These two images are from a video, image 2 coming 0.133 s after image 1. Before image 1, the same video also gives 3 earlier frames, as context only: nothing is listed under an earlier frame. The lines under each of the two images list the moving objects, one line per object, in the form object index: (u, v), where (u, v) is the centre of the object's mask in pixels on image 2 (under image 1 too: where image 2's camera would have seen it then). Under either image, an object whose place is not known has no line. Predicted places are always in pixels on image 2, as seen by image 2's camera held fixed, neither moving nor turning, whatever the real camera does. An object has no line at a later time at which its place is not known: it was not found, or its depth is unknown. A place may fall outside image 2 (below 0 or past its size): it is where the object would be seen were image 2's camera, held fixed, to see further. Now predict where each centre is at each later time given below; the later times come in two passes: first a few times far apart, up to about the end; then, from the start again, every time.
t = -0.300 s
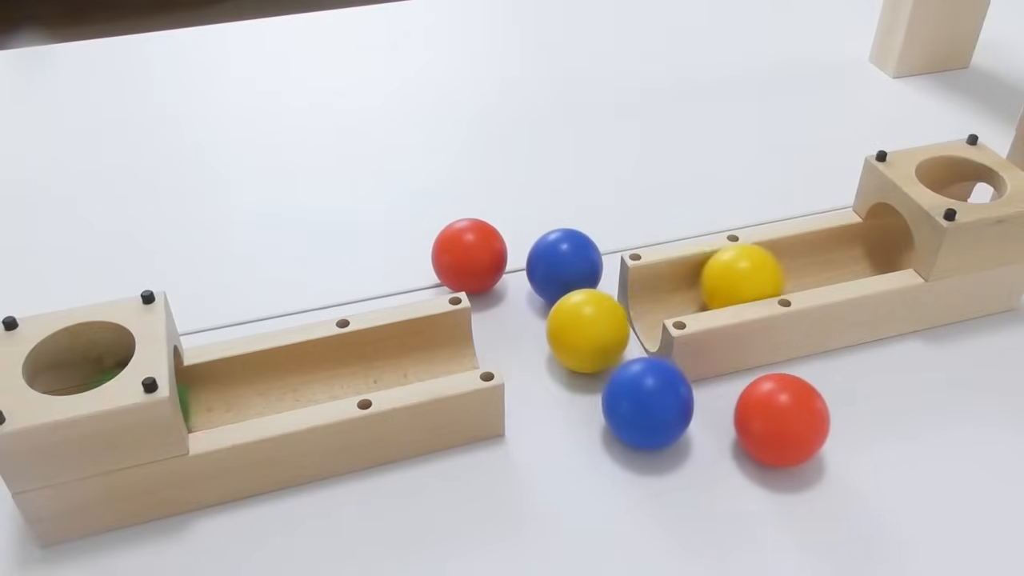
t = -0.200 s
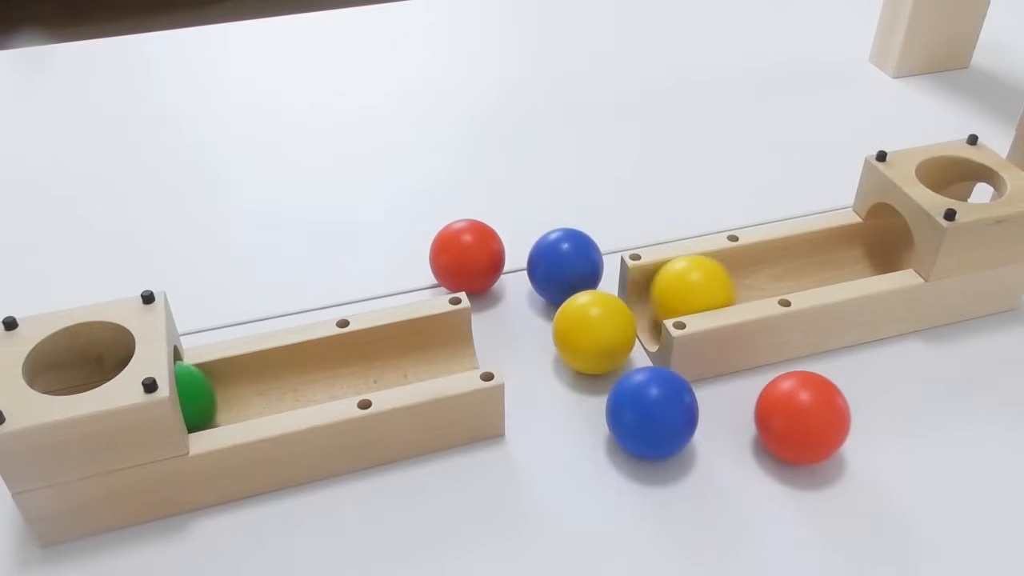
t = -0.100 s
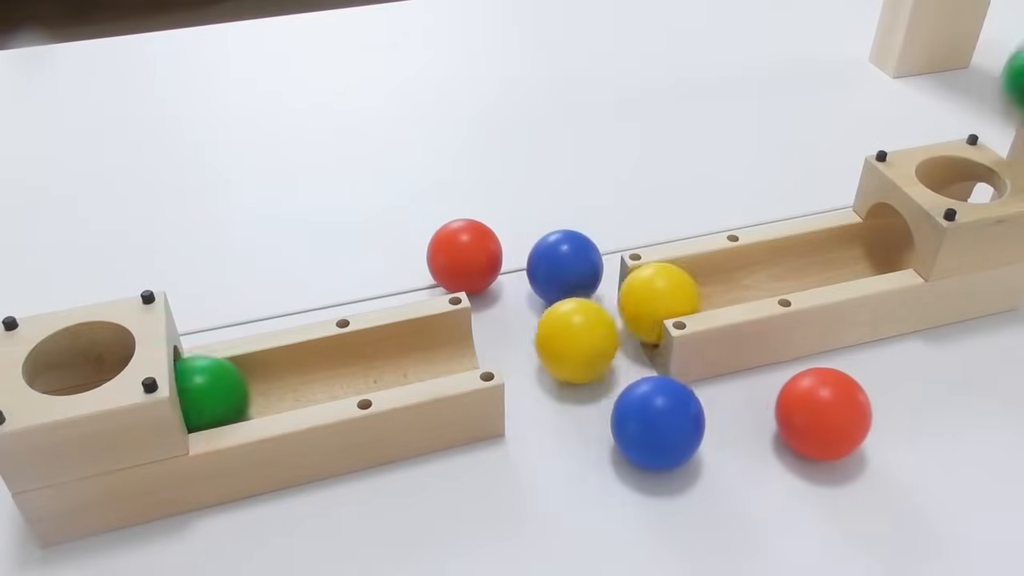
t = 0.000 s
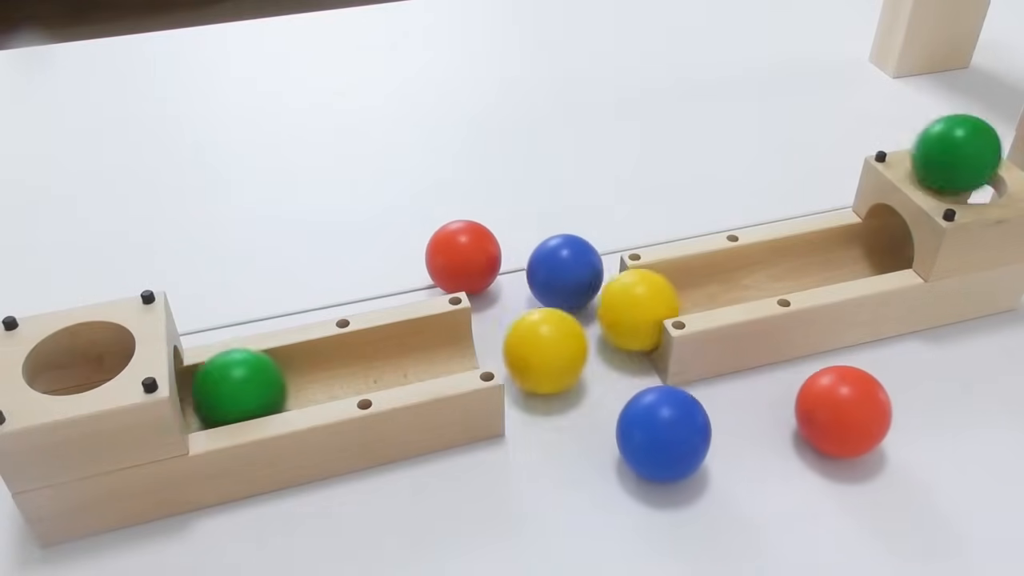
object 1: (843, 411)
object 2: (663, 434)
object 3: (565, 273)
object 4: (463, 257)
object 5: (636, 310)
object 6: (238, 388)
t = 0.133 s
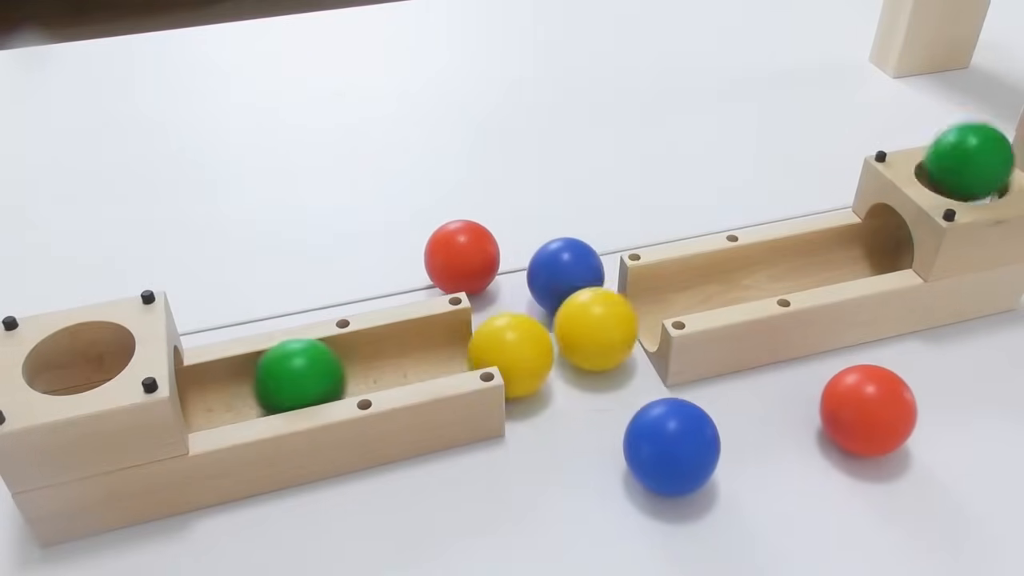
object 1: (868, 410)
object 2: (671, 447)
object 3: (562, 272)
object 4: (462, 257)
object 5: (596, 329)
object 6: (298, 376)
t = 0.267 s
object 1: (891, 408)
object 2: (677, 458)
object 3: (567, 271)
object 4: (463, 257)
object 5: (582, 342)
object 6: (370, 361)
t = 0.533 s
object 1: (924, 401)
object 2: (688, 476)
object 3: (567, 268)
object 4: (468, 256)
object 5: (618, 366)
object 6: (460, 345)
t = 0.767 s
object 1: (949, 396)
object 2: (703, 485)
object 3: (568, 260)
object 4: (470, 256)
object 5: (618, 393)
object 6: (522, 348)
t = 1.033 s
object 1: (980, 389)
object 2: (738, 483)
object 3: (576, 266)
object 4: (472, 255)
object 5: (629, 420)
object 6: (563, 359)
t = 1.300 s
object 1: (994, 377)
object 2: (755, 463)
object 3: (567, 265)
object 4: (475, 254)
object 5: (650, 441)
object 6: (560, 390)
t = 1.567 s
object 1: (1001, 354)
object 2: (756, 448)
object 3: (561, 266)
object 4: (480, 253)
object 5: (659, 458)
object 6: (561, 424)
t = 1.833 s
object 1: (1004, 330)
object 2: (756, 430)
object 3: (574, 263)
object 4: (486, 252)
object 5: (659, 472)
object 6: (557, 452)
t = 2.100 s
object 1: (1010, 314)
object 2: (752, 408)
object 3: (567, 259)
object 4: (493, 251)
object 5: (664, 479)
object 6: (550, 481)
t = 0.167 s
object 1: (874, 409)
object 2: (673, 449)
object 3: (563, 270)
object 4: (462, 257)
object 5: (586, 334)
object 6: (315, 372)
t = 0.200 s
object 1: (880, 410)
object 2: (675, 452)
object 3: (564, 270)
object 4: (462, 256)
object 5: (582, 337)
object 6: (333, 369)
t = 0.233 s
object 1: (885, 409)
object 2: (676, 455)
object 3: (566, 270)
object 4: (463, 257)
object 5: (580, 340)
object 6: (351, 365)
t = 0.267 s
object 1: (891, 408)
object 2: (677, 458)
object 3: (567, 271)
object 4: (463, 257)
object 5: (582, 342)
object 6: (370, 361)
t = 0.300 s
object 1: (896, 408)
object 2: (679, 460)
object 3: (569, 271)
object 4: (464, 257)
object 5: (585, 345)
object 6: (389, 358)
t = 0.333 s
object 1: (901, 407)
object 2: (680, 463)
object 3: (570, 271)
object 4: (464, 257)
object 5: (590, 347)
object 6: (409, 354)
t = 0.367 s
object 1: (906, 406)
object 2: (681, 465)
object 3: (570, 271)
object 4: (465, 256)
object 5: (598, 350)
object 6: (425, 351)
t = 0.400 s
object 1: (910, 405)
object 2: (682, 467)
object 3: (570, 271)
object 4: (466, 256)
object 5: (610, 352)
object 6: (432, 350)
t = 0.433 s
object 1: (914, 404)
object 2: (683, 470)
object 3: (570, 271)
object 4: (466, 256)
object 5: (622, 355)
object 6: (438, 348)
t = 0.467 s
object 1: (917, 403)
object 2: (684, 472)
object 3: (569, 271)
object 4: (467, 256)
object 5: (620, 358)
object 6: (444, 347)
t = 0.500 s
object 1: (921, 402)
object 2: (686, 474)
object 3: (568, 270)
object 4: (467, 256)
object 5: (619, 362)
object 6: (452, 346)
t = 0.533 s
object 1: (924, 401)
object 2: (688, 476)
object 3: (567, 268)
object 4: (468, 256)
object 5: (618, 366)
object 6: (460, 345)
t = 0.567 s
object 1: (927, 400)
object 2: (690, 477)
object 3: (566, 267)
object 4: (468, 256)
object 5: (617, 370)
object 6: (469, 343)
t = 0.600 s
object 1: (930, 399)
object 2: (691, 479)
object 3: (565, 265)
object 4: (469, 256)
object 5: (617, 374)
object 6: (478, 343)
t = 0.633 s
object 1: (934, 398)
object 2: (693, 480)
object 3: (564, 264)
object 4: (469, 256)
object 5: (616, 378)
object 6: (487, 343)
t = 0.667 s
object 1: (937, 397)
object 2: (695, 482)
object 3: (565, 262)
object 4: (469, 256)
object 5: (617, 382)
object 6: (494, 344)
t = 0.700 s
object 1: (941, 397)
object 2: (698, 483)
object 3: (566, 261)
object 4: (469, 256)
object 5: (617, 385)
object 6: (503, 346)
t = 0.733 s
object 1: (945, 396)
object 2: (700, 484)
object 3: (567, 261)
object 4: (470, 256)
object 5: (617, 389)
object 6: (513, 348)
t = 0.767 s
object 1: (949, 396)
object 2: (703, 485)
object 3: (568, 260)
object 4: (470, 256)
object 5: (618, 393)
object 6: (522, 348)
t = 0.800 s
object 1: (953, 395)
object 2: (706, 486)
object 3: (569, 261)
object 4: (470, 256)
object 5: (618, 397)
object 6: (530, 349)
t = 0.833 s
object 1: (957, 394)
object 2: (709, 486)
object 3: (570, 263)
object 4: (470, 255)
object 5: (619, 400)
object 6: (538, 349)
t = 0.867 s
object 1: (962, 394)
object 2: (713, 486)
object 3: (571, 264)
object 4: (471, 255)
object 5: (620, 404)
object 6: (548, 348)
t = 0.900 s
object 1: (966, 393)
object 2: (717, 487)
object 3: (573, 265)
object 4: (471, 255)
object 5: (622, 407)
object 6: (556, 348)
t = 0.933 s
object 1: (970, 392)
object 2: (721, 486)
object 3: (575, 266)
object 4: (471, 255)
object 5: (623, 410)
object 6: (561, 349)
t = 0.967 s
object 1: (974, 391)
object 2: (727, 486)
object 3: (576, 267)
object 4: (471, 255)
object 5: (625, 414)
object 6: (563, 352)
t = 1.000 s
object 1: (978, 390)
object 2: (732, 485)
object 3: (576, 267)
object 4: (471, 255)
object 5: (627, 417)
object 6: (563, 355)
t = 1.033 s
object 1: (980, 389)
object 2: (738, 483)
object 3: (576, 266)
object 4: (472, 255)
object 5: (629, 420)
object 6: (563, 359)
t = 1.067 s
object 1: (982, 388)
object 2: (742, 481)
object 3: (576, 265)
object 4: (472, 255)
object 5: (631, 423)
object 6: (562, 363)
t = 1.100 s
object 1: (985, 387)
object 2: (745, 478)
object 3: (575, 265)
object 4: (473, 255)
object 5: (634, 426)
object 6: (561, 367)
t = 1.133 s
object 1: (987, 386)
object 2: (748, 476)
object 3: (575, 265)
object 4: (473, 255)
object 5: (637, 428)
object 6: (561, 371)
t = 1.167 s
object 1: (988, 384)
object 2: (750, 473)
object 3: (574, 265)
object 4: (473, 255)
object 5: (639, 431)
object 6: (560, 375)
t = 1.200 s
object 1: (990, 383)
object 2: (752, 470)
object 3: (573, 264)
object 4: (474, 255)
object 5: (642, 434)
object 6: (560, 379)
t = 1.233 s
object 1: (992, 380)
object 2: (753, 468)
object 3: (571, 265)
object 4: (474, 254)
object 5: (645, 436)
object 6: (560, 382)
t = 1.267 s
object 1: (993, 378)
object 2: (754, 466)
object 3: (569, 265)
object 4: (474, 254)
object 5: (648, 439)
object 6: (560, 386)
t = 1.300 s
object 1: (994, 377)
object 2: (755, 463)
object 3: (567, 265)
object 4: (475, 254)
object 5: (650, 441)
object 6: (560, 390)
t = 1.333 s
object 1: (995, 374)
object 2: (755, 461)
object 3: (564, 266)
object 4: (476, 254)
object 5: (652, 443)
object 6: (560, 395)
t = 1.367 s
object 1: (996, 372)
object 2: (755, 459)
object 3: (562, 266)
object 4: (476, 254)
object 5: (654, 446)
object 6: (560, 399)
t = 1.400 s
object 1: (997, 370)
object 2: (756, 457)
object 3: (561, 267)
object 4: (477, 254)
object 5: (655, 448)
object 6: (560, 403)
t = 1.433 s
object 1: (998, 367)
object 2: (756, 455)
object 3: (560, 267)
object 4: (477, 254)
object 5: (656, 450)
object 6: (560, 407)
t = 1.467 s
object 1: (998, 364)
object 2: (756, 453)
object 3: (559, 267)
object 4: (478, 254)
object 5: (657, 452)
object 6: (560, 411)
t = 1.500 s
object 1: (999, 361)
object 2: (756, 451)
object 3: (559, 267)
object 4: (479, 254)
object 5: (658, 454)
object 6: (560, 416)
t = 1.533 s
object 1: (1000, 357)
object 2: (756, 449)
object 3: (560, 267)
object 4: (479, 254)
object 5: (659, 456)
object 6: (561, 420)
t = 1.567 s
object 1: (1001, 354)
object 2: (756, 448)
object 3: (561, 266)
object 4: (480, 253)
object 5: (659, 458)
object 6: (561, 424)
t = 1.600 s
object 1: (1001, 351)
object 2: (756, 445)
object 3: (564, 267)
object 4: (481, 253)
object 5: (658, 459)
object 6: (561, 429)
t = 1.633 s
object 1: (1001, 348)
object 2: (755, 444)
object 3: (565, 269)
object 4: (482, 253)
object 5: (657, 461)
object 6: (562, 434)
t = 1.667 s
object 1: (1001, 345)
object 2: (755, 442)
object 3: (565, 269)
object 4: (483, 253)
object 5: (657, 462)
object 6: (562, 437)
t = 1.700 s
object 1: (1002, 342)
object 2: (755, 440)
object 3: (565, 269)
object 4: (484, 253)
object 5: (657, 465)
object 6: (561, 441)
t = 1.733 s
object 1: (1003, 338)
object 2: (756, 437)
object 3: (568, 265)
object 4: (484, 253)
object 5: (658, 467)
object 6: (559, 444)
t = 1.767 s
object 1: (1004, 334)
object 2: (756, 435)
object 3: (571, 263)
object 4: (485, 252)
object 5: (659, 469)
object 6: (559, 447)
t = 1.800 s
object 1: (1003, 332)
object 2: (756, 433)
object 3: (573, 263)
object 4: (486, 252)
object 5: (659, 470)
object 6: (558, 450)
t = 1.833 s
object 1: (1004, 330)
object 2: (756, 430)
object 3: (574, 263)
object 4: (486, 252)
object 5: (659, 472)
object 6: (557, 452)
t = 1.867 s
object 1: (1006, 327)
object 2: (756, 427)
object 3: (574, 262)
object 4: (487, 252)
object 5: (660, 473)
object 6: (557, 456)
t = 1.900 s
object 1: (1005, 325)
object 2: (756, 424)
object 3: (575, 262)
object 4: (488, 252)
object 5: (661, 474)
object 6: (556, 459)
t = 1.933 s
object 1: (1007, 323)
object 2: (756, 422)
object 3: (574, 261)
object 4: (488, 252)
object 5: (662, 476)
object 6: (555, 462)
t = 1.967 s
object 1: (1007, 321)
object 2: (755, 419)
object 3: (573, 260)
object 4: (489, 251)
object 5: (663, 477)
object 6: (554, 465)
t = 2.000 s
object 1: (1008, 320)
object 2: (755, 416)
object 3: (572, 259)
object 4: (490, 251)
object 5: (664, 478)
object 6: (553, 469)
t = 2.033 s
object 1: (1009, 318)
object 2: (754, 413)
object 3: (570, 259)
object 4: (491, 251)
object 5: (664, 478)
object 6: (552, 473)
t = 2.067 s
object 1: (1010, 316)
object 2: (753, 411)
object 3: (569, 259)
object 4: (492, 251)
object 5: (664, 479)
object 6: (551, 477)
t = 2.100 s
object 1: (1010, 314)
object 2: (752, 408)
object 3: (567, 259)
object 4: (493, 251)
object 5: (664, 479)
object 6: (550, 481)
